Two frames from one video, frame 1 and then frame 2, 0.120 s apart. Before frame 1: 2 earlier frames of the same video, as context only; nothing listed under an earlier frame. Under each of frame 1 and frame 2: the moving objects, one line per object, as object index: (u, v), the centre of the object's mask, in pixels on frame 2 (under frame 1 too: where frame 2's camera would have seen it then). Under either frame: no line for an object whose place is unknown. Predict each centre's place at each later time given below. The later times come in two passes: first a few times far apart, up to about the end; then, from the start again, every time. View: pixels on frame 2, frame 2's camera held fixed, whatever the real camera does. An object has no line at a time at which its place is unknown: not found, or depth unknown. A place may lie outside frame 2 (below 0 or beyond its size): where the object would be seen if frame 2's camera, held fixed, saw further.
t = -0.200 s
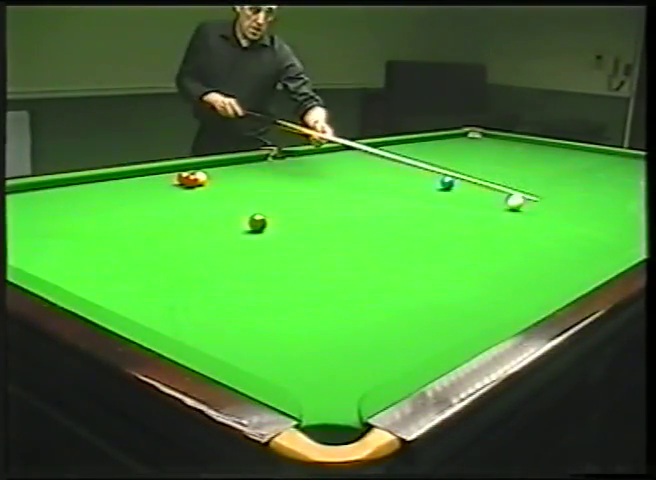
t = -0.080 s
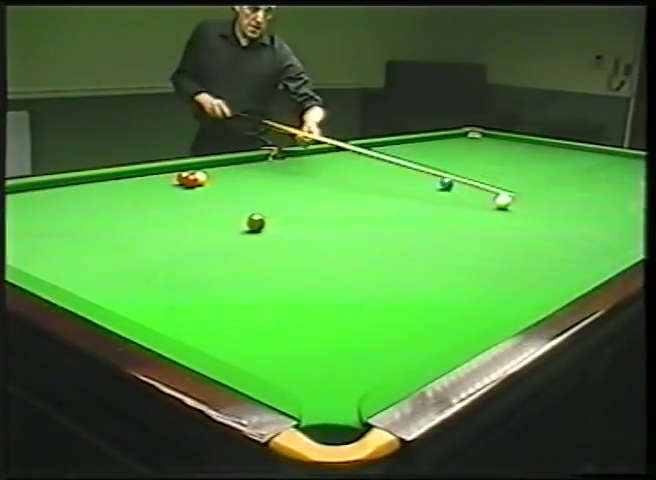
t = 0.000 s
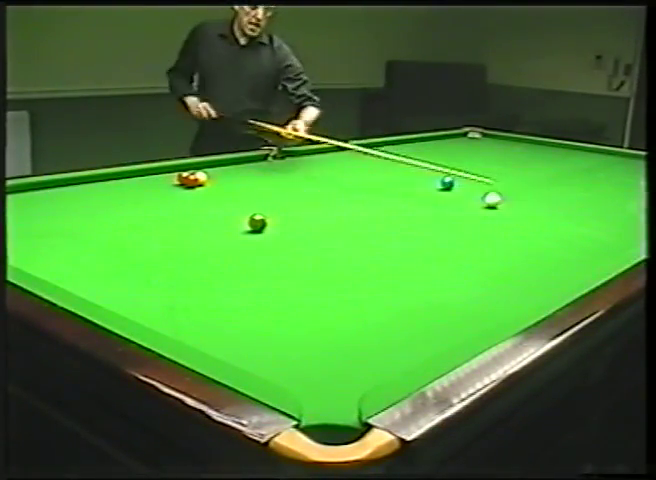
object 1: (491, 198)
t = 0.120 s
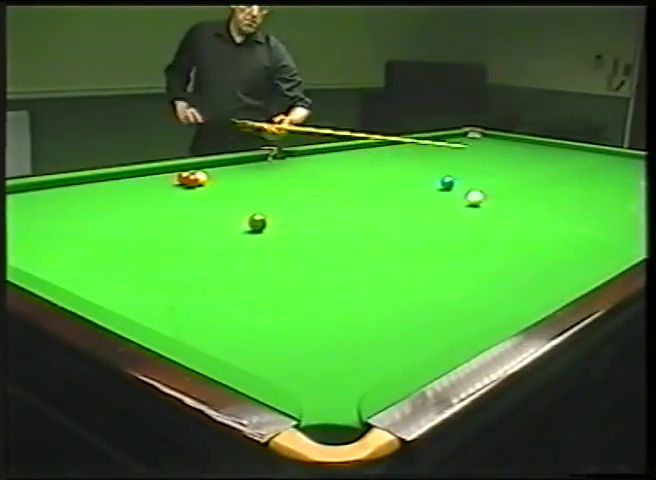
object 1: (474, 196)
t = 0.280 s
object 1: (452, 195)
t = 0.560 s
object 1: (414, 190)
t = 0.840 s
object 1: (380, 186)
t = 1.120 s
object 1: (347, 184)
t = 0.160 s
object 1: (468, 196)
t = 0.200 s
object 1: (463, 195)
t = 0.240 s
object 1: (457, 195)
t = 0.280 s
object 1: (452, 195)
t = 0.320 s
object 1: (446, 194)
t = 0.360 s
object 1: (440, 193)
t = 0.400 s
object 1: (434, 193)
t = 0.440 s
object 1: (430, 191)
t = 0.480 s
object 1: (424, 191)
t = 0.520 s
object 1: (419, 191)
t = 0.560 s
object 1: (414, 190)
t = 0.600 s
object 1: (409, 190)
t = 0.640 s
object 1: (404, 189)
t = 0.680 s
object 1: (399, 189)
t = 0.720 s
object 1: (394, 188)
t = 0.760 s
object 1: (389, 187)
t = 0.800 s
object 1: (384, 187)
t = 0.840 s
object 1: (380, 186)
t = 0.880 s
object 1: (375, 186)
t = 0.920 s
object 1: (370, 185)
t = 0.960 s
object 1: (366, 185)
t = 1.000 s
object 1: (361, 185)
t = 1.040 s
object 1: (357, 185)
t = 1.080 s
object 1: (353, 184)
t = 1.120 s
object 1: (347, 184)
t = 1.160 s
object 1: (343, 183)
